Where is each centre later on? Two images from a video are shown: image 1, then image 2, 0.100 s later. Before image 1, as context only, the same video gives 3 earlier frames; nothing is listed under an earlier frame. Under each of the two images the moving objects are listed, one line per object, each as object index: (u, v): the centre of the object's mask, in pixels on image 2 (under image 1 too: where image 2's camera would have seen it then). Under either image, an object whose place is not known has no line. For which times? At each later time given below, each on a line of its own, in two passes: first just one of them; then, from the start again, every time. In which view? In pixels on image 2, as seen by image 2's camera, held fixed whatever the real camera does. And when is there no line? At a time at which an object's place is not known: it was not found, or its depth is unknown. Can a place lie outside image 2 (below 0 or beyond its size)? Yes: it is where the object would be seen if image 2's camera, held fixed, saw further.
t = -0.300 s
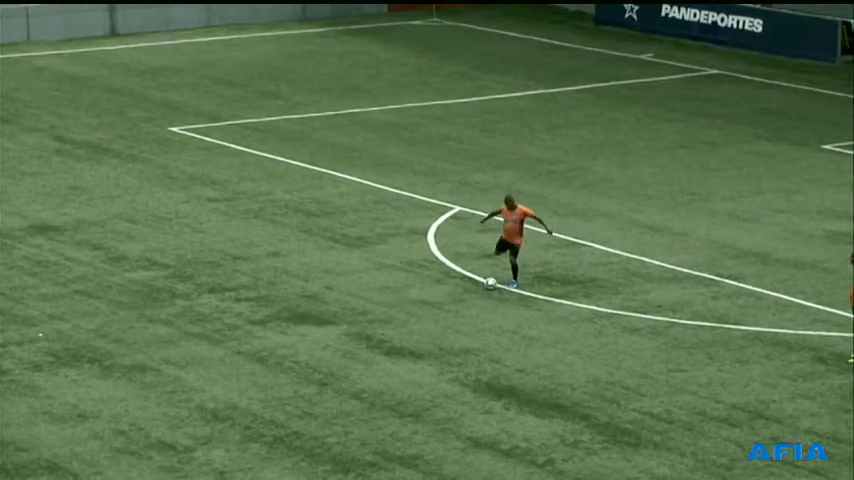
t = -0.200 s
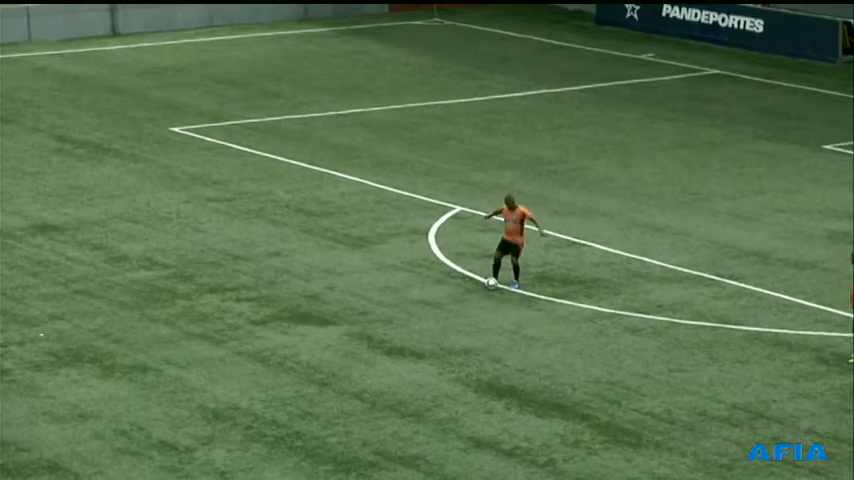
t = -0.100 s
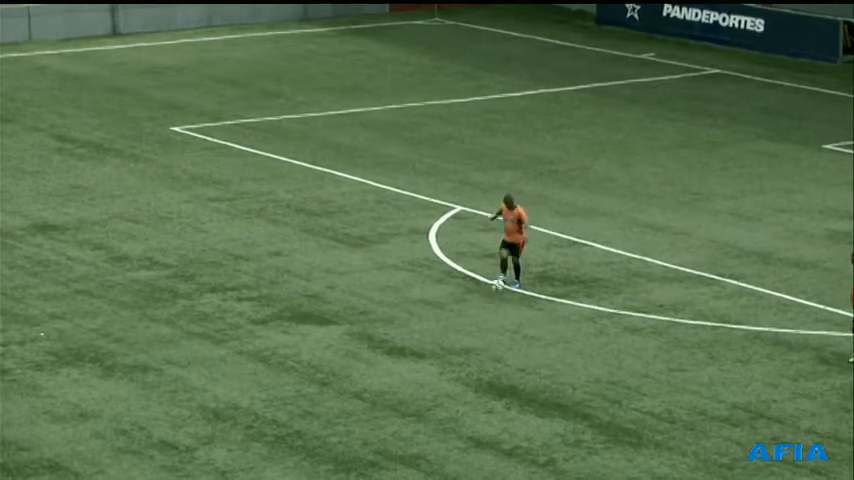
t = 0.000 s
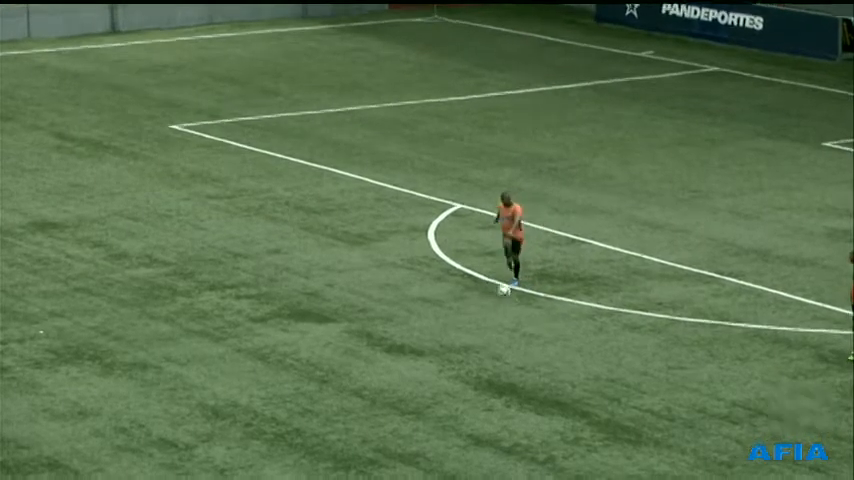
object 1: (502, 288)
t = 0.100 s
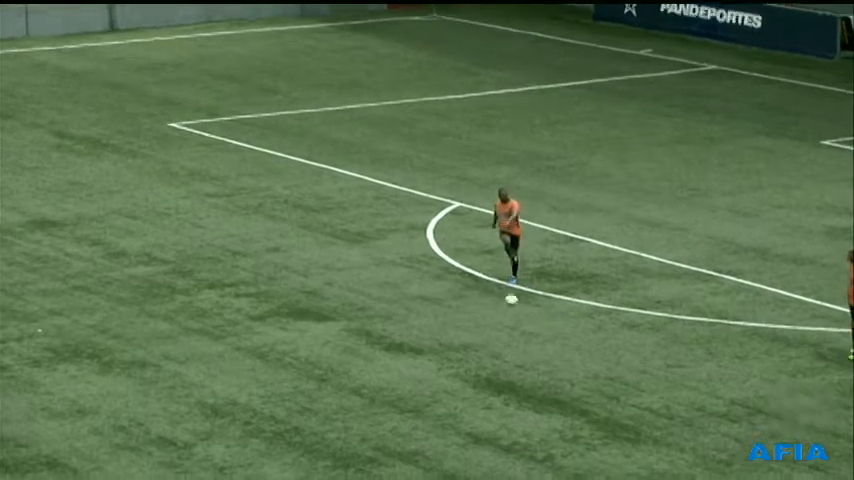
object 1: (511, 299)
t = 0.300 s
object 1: (532, 341)
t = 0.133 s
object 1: (515, 304)
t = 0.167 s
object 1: (517, 311)
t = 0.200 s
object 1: (521, 316)
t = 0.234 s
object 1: (525, 324)
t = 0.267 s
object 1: (528, 332)
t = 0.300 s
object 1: (532, 341)
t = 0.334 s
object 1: (537, 350)
